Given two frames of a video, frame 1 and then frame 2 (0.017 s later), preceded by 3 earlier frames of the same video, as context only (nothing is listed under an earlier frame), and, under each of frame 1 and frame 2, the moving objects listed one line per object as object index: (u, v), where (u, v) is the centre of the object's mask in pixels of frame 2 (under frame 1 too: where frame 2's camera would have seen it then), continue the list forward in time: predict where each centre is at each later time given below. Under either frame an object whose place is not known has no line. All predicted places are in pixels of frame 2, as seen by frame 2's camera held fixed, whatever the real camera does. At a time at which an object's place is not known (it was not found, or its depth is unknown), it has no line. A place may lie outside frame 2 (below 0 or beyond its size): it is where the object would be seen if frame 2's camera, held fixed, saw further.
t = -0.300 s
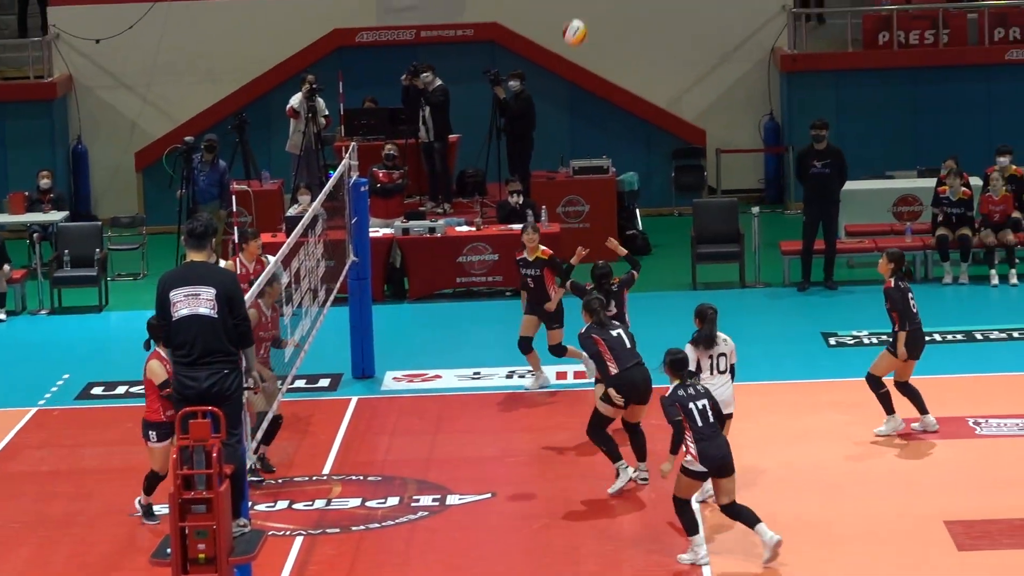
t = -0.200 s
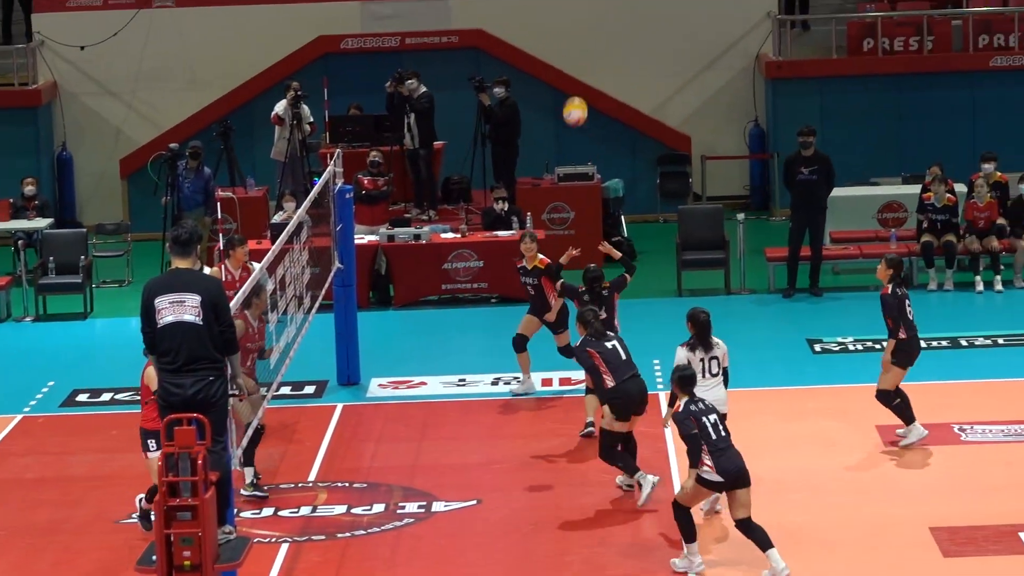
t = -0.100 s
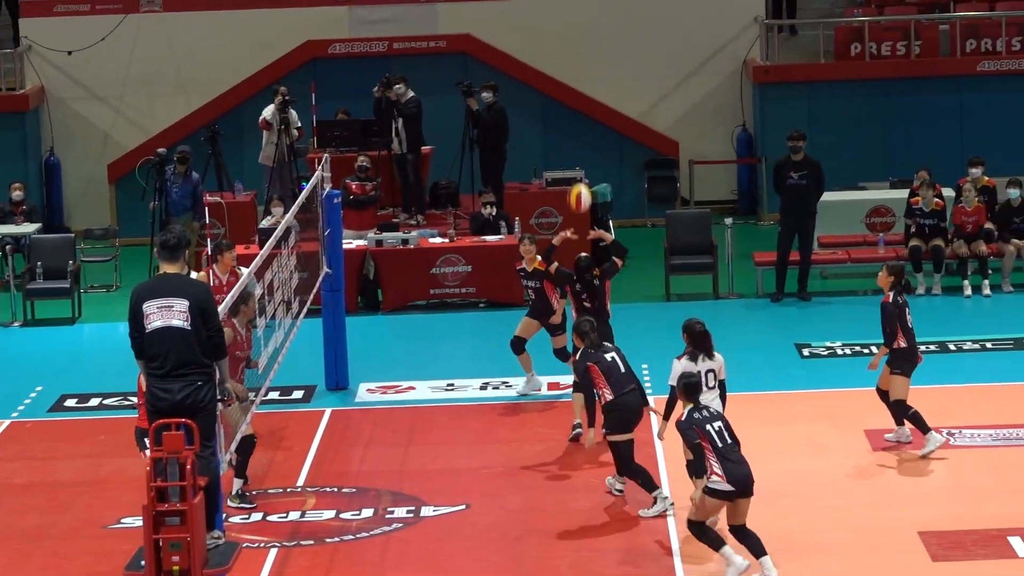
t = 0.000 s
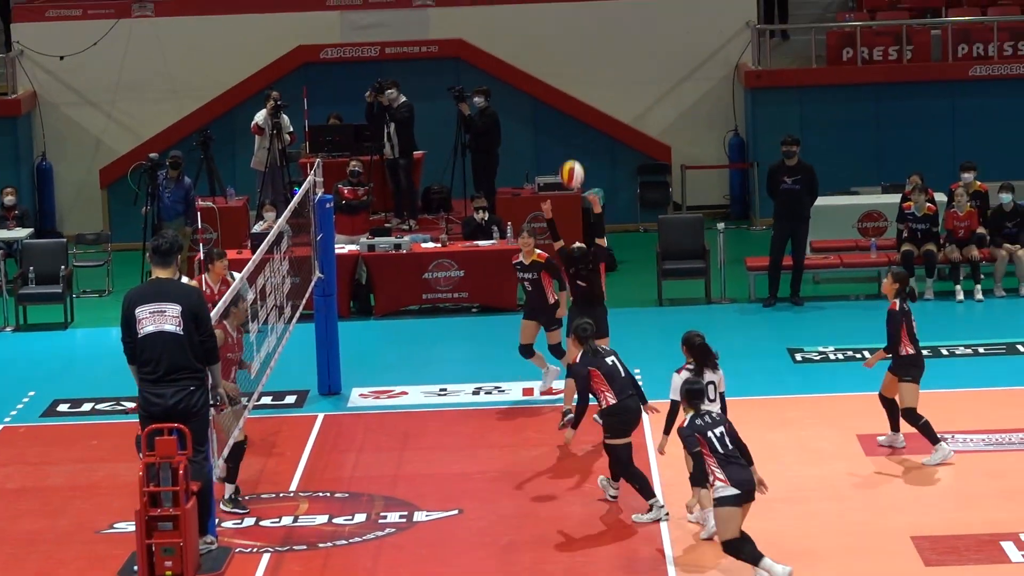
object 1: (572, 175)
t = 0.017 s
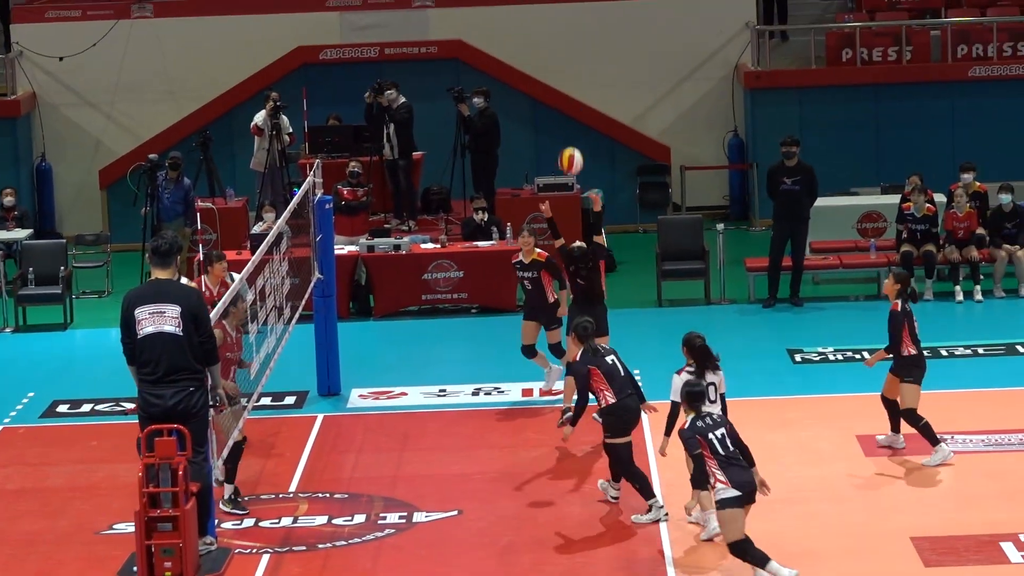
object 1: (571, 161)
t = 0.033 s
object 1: (570, 148)
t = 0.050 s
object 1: (569, 135)
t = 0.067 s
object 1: (568, 122)
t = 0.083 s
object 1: (568, 110)
